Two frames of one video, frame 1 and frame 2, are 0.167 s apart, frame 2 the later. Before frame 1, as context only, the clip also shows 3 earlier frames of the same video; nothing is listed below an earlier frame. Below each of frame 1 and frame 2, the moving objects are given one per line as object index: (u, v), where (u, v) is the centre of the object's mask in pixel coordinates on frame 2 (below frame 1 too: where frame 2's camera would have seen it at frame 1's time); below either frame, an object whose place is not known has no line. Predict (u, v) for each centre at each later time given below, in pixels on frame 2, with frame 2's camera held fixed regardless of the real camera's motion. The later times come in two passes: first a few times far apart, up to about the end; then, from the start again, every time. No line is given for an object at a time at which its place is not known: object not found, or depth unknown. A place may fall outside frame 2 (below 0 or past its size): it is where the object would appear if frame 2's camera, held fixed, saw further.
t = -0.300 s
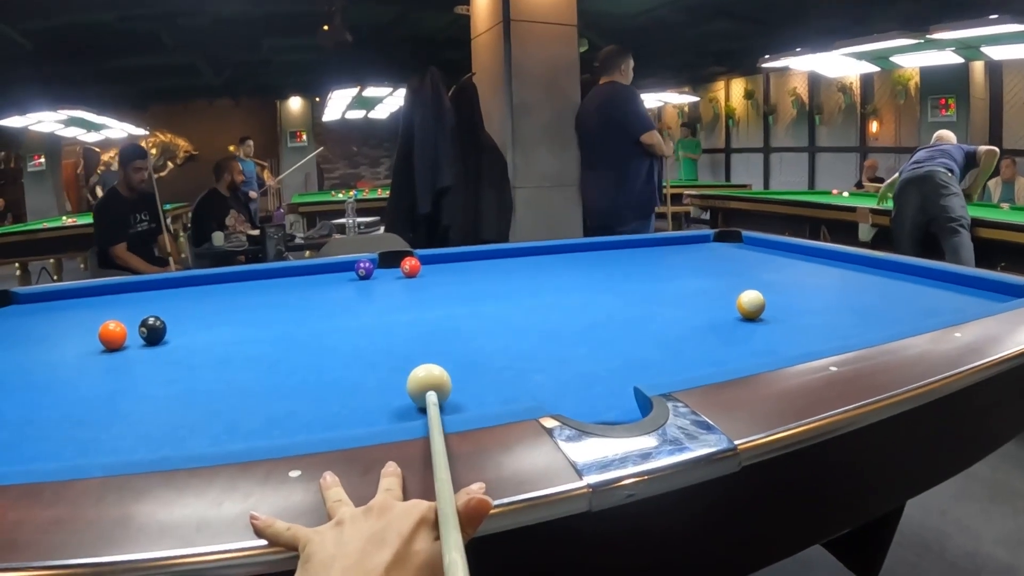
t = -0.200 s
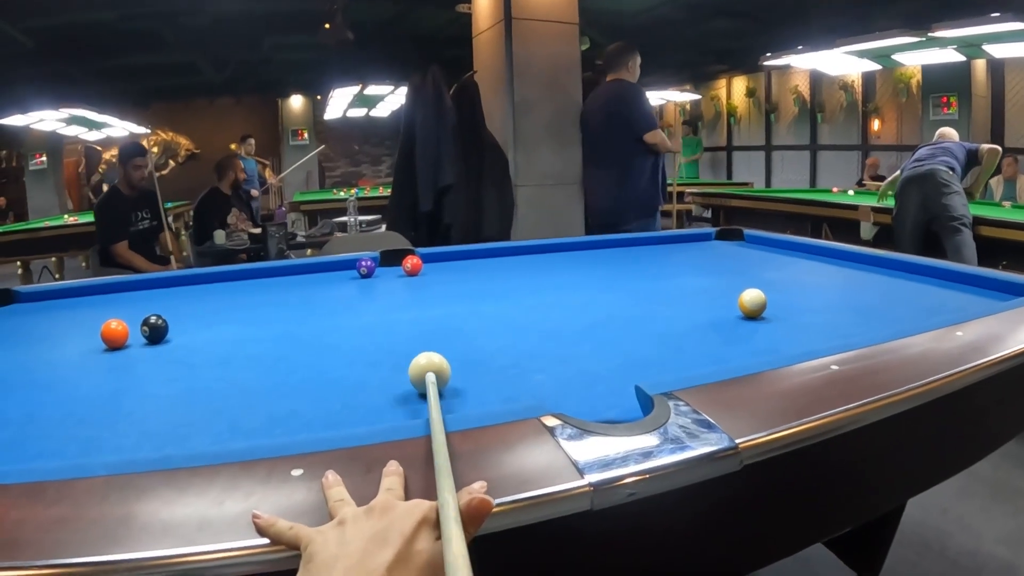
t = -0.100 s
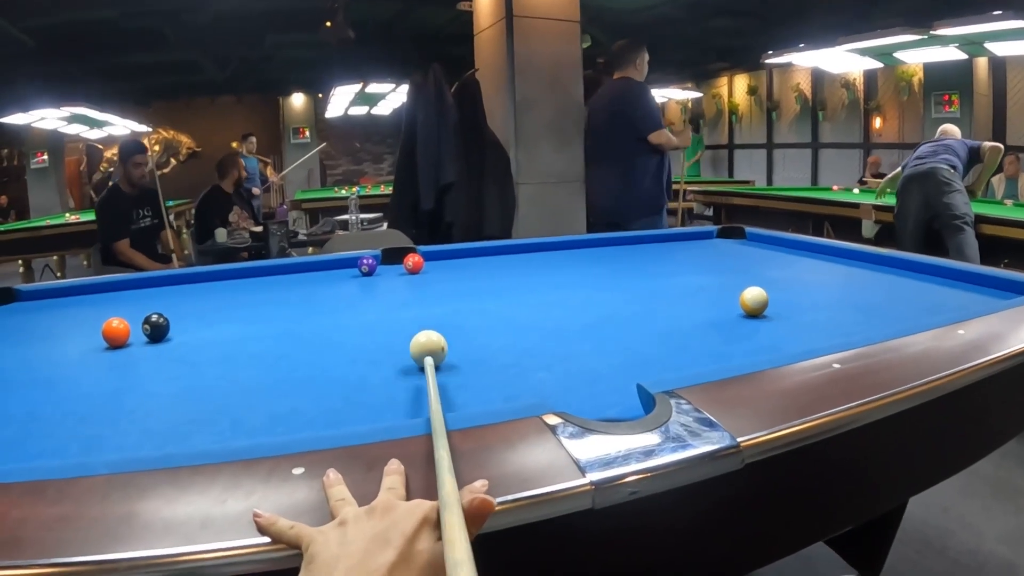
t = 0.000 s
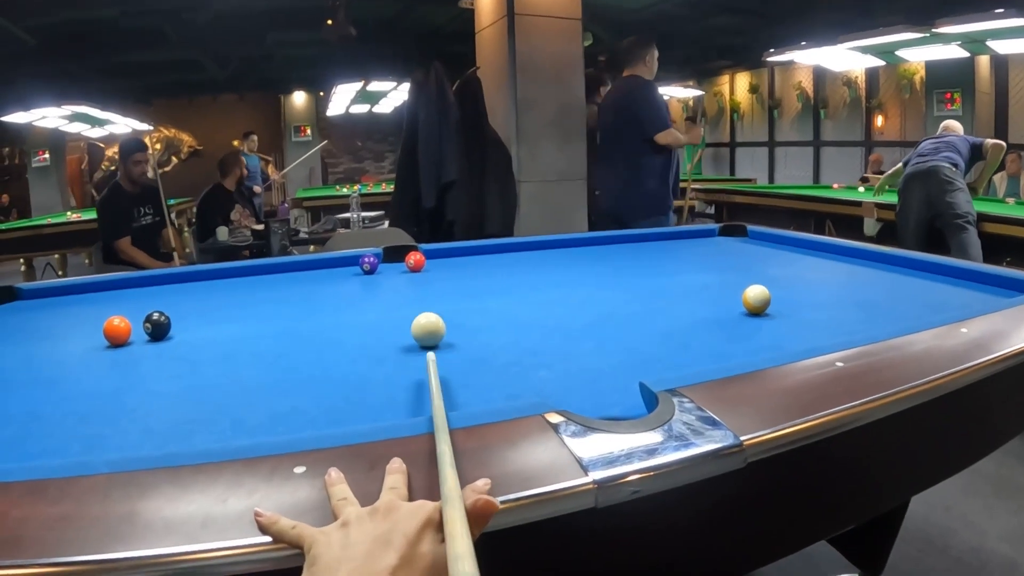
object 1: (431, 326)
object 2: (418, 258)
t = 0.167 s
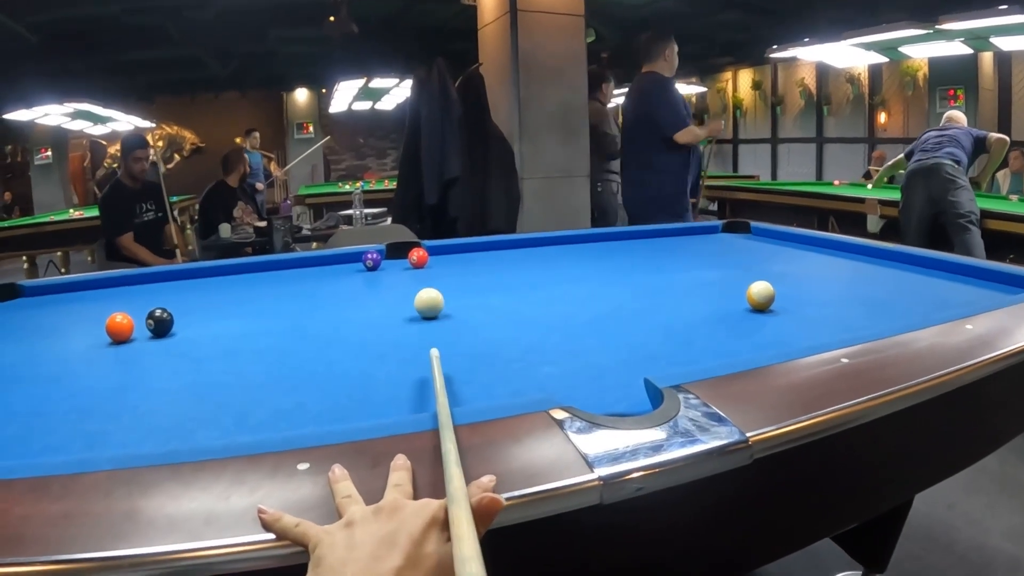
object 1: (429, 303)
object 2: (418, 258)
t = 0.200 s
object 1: (428, 299)
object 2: (418, 258)
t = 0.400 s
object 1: (426, 280)
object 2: (418, 257)
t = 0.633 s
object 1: (425, 263)
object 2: (416, 253)
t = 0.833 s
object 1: (433, 257)
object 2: (411, 252)
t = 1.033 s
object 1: (444, 254)
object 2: (404, 250)
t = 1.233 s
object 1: (453, 251)
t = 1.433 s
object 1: (461, 248)
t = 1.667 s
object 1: (470, 245)
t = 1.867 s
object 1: (478, 245)
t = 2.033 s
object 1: (485, 246)
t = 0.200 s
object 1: (428, 299)
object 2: (418, 258)
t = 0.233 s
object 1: (428, 296)
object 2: (418, 257)
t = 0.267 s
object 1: (428, 292)
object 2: (418, 257)
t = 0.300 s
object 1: (427, 289)
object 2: (418, 257)
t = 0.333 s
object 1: (427, 286)
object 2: (418, 257)
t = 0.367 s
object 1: (427, 283)
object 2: (418, 257)
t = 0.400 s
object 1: (426, 280)
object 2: (418, 257)
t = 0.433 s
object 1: (426, 277)
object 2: (418, 257)
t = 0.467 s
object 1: (426, 275)
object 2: (418, 256)
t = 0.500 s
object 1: (426, 272)
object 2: (418, 255)
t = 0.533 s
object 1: (426, 270)
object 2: (418, 255)
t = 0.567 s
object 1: (425, 267)
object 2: (417, 254)
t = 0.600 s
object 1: (425, 265)
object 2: (417, 253)
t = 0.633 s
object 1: (425, 263)
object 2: (416, 253)
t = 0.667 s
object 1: (424, 261)
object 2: (415, 253)
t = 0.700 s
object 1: (425, 259)
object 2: (414, 254)
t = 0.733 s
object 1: (427, 259)
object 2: (414, 254)
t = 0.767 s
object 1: (430, 259)
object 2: (413, 253)
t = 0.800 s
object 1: (432, 258)
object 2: (412, 253)
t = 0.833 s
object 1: (433, 257)
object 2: (411, 252)
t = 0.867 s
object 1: (435, 257)
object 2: (410, 251)
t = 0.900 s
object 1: (437, 256)
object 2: (409, 251)
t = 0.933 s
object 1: (439, 255)
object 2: (407, 250)
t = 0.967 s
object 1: (440, 255)
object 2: (406, 249)
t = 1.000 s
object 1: (442, 254)
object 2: (405, 249)
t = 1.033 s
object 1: (444, 254)
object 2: (404, 250)
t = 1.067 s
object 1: (445, 253)
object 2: (403, 253)
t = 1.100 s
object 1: (447, 253)
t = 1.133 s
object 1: (448, 252)
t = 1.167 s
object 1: (450, 252)
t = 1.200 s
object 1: (451, 251)
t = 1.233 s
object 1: (453, 251)
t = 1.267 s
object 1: (454, 250)
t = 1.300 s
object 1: (456, 250)
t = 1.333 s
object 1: (457, 249)
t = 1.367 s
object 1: (458, 249)
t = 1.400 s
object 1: (460, 248)
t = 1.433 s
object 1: (461, 248)
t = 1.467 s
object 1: (463, 247)
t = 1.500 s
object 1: (464, 247)
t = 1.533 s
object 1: (465, 247)
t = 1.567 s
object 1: (466, 246)
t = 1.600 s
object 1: (467, 246)
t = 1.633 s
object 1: (469, 246)
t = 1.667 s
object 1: (470, 245)
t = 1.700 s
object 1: (471, 245)
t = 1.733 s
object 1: (473, 245)
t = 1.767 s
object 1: (474, 245)
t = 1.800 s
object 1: (475, 245)
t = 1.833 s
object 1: (476, 245)
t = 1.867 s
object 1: (478, 245)
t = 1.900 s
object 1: (479, 245)
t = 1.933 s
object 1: (481, 245)
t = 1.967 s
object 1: (482, 246)
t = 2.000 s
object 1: (484, 246)
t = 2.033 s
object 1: (485, 246)
